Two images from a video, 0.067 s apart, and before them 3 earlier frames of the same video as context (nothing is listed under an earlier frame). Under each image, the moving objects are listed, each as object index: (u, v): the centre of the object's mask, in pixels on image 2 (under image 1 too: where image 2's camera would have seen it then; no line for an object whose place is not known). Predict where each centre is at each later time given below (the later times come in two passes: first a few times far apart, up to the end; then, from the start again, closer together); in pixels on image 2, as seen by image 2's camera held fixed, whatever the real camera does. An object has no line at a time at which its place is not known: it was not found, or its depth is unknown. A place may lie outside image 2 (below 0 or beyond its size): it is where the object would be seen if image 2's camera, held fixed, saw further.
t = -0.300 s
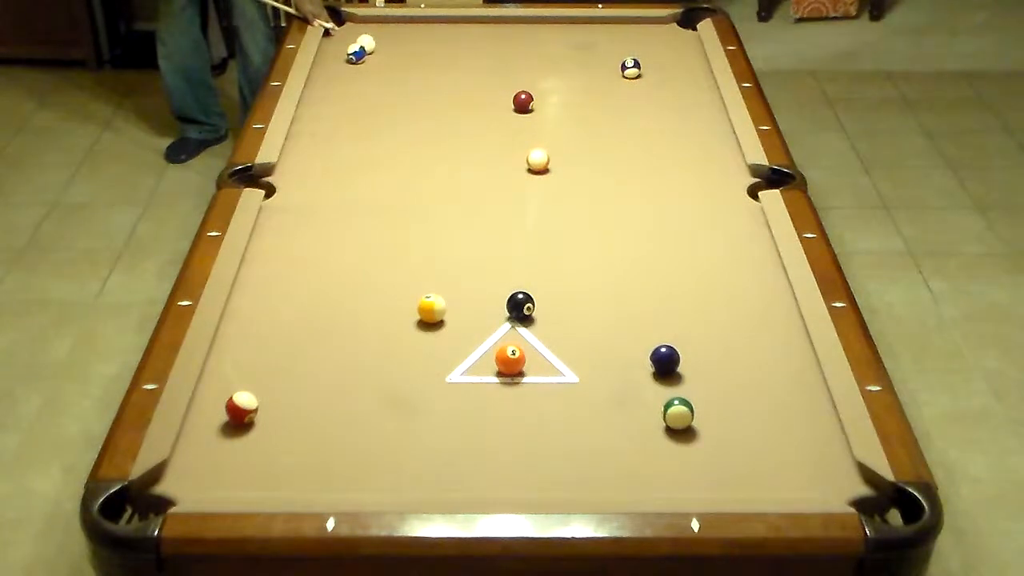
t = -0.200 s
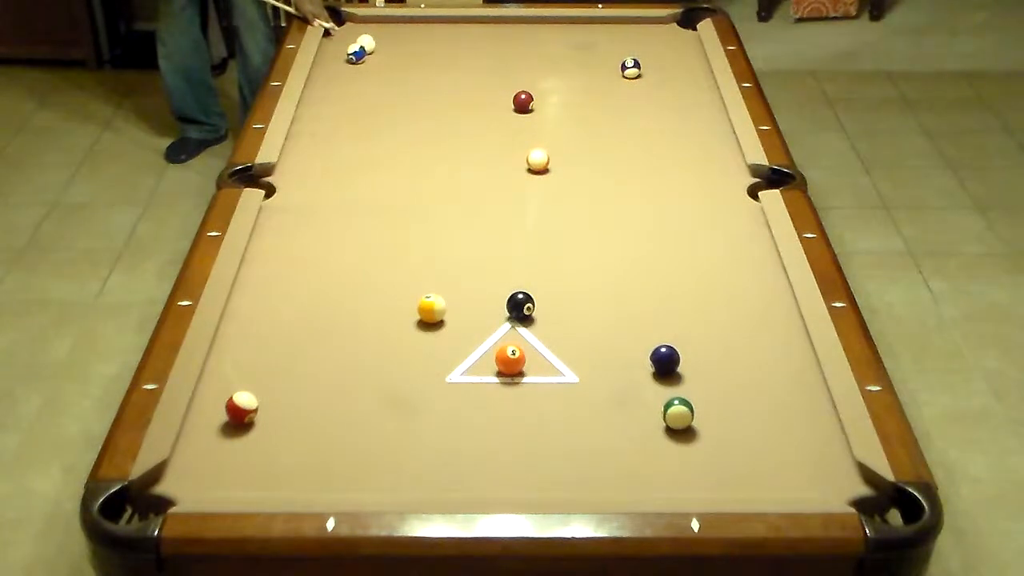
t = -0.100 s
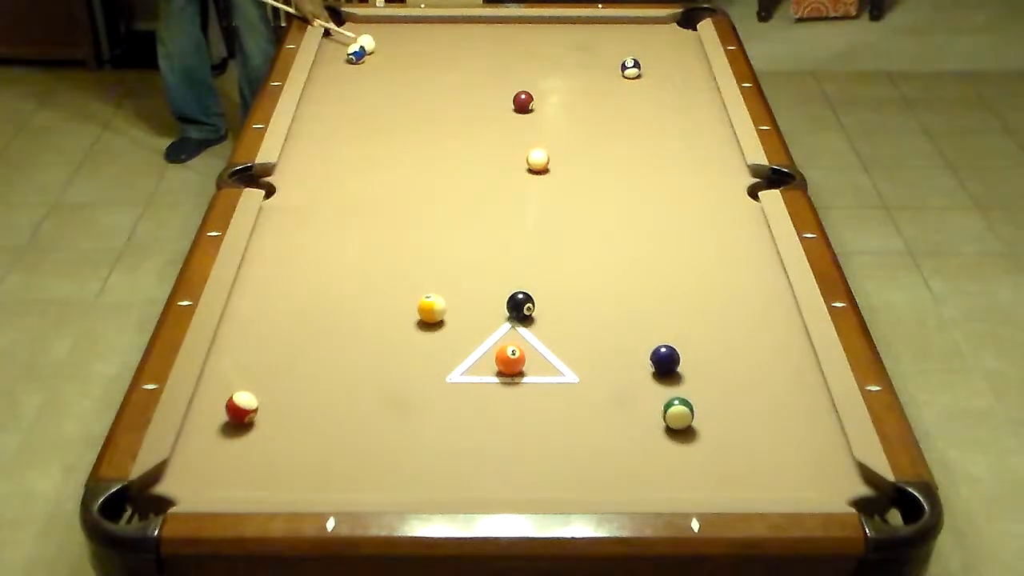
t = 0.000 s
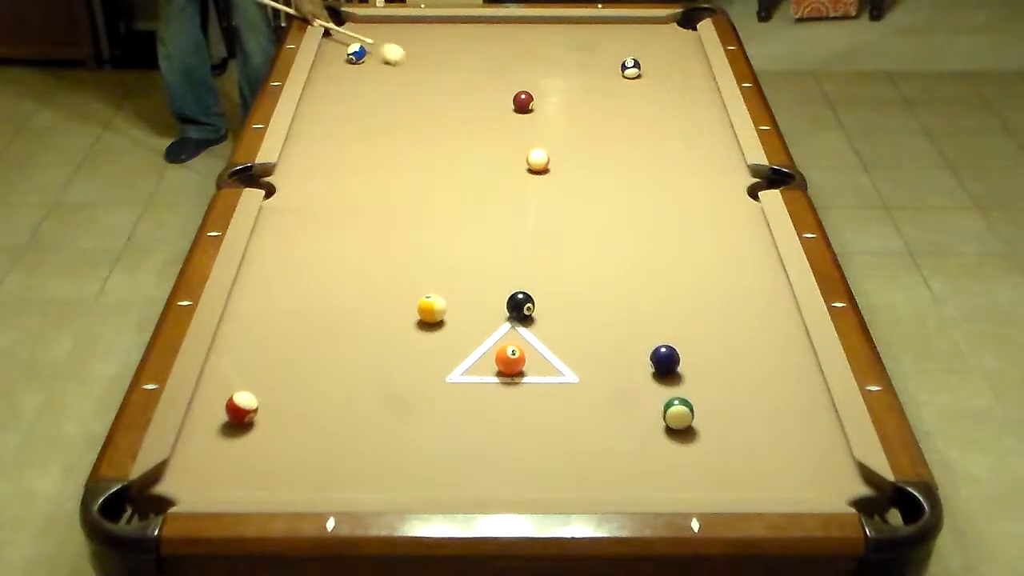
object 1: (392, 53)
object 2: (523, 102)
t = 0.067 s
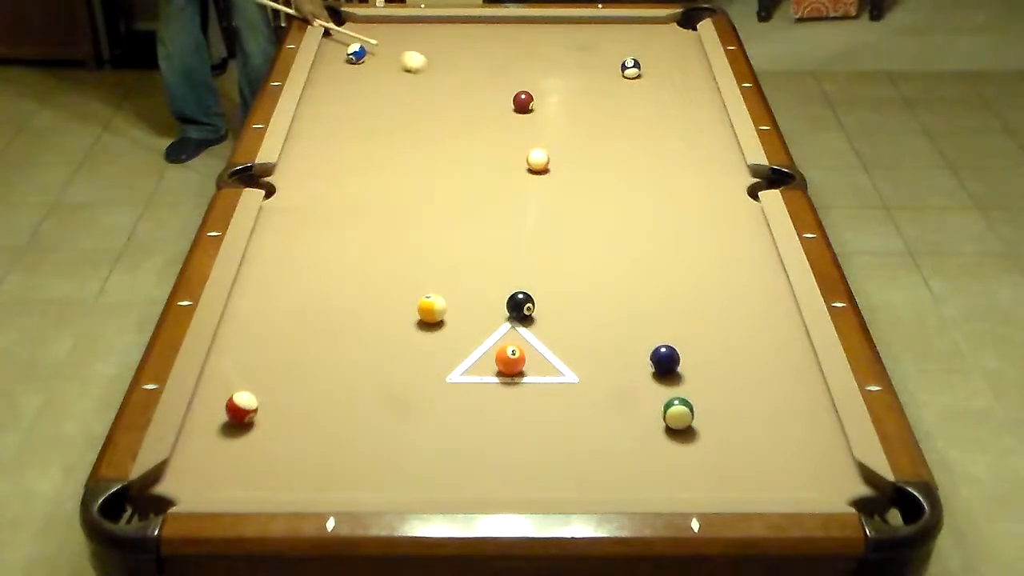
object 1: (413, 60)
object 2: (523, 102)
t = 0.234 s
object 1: (468, 81)
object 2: (523, 102)
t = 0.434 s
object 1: (507, 96)
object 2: (551, 111)
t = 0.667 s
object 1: (523, 104)
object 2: (610, 131)
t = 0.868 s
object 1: (535, 111)
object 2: (660, 148)
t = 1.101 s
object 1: (550, 118)
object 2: (720, 170)
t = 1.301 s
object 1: (562, 125)
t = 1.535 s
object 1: (574, 132)
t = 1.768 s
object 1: (584, 138)
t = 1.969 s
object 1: (593, 142)
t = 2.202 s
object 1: (602, 147)
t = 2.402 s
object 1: (608, 151)
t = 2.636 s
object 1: (614, 155)
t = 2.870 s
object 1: (619, 158)
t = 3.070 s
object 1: (622, 160)
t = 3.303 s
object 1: (625, 162)
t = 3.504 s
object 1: (625, 162)
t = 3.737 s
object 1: (625, 163)
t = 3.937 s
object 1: (625, 163)
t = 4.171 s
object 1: (625, 163)
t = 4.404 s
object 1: (625, 163)
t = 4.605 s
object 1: (625, 163)
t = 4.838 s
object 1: (625, 163)
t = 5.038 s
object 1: (625, 163)
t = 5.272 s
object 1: (625, 163)
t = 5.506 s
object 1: (625, 163)
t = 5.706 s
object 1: (625, 163)
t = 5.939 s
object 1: (625, 162)
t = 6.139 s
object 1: (625, 162)
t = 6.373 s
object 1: (625, 162)
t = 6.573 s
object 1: (625, 162)
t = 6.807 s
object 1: (625, 163)
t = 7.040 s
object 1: (625, 162)
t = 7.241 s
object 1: (625, 162)
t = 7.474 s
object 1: (625, 162)
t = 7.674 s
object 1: (625, 162)
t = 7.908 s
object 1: (625, 162)
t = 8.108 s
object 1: (625, 162)
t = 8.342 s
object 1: (625, 162)
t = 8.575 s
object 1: (625, 162)
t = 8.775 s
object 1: (625, 162)
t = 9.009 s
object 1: (625, 162)
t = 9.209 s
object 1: (625, 162)
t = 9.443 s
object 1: (625, 162)
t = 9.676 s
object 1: (625, 162)
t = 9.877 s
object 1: (625, 162)
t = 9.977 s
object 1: (625, 162)
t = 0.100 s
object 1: (423, 64)
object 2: (523, 102)
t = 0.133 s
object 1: (434, 69)
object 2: (523, 102)
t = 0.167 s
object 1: (446, 73)
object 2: (523, 102)
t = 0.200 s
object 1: (457, 76)
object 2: (523, 102)
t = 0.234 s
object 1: (468, 81)
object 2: (523, 102)
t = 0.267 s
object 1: (479, 85)
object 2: (523, 102)
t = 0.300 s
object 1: (490, 89)
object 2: (523, 102)
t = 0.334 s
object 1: (501, 93)
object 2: (523, 102)
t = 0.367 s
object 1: (506, 95)
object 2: (530, 104)
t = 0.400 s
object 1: (506, 95)
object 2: (541, 108)
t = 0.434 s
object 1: (507, 96)
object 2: (551, 111)
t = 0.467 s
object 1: (509, 97)
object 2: (561, 115)
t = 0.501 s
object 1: (512, 98)
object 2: (569, 117)
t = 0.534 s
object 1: (514, 99)
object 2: (577, 120)
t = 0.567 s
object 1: (516, 101)
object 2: (585, 123)
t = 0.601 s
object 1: (519, 102)
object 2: (593, 126)
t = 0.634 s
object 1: (521, 103)
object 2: (601, 128)
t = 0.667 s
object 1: (523, 104)
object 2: (610, 131)
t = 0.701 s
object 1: (525, 105)
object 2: (618, 134)
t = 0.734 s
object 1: (527, 107)
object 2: (627, 137)
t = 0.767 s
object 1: (529, 108)
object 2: (635, 140)
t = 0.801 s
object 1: (531, 109)
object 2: (644, 142)
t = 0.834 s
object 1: (533, 110)
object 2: (652, 145)
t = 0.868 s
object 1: (535, 111)
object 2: (660, 148)
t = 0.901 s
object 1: (538, 112)
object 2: (669, 151)
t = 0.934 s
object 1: (540, 113)
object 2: (677, 154)
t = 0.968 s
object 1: (542, 114)
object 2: (686, 157)
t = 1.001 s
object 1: (544, 115)
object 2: (695, 160)
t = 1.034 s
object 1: (546, 116)
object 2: (703, 163)
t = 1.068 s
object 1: (548, 118)
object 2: (712, 166)
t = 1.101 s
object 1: (550, 118)
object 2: (720, 170)
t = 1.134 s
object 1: (552, 119)
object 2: (729, 172)
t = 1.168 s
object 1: (554, 121)
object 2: (737, 176)
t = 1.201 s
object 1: (556, 122)
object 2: (746, 178)
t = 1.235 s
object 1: (558, 123)
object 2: (754, 182)
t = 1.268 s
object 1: (560, 124)
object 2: (758, 188)
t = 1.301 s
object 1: (562, 125)
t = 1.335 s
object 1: (563, 126)
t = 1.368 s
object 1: (565, 127)
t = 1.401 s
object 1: (567, 128)
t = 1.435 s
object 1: (568, 129)
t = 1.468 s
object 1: (570, 130)
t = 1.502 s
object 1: (572, 131)
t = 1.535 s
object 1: (574, 132)
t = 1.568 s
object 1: (575, 133)
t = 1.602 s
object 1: (577, 133)
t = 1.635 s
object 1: (578, 134)
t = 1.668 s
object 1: (580, 135)
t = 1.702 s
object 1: (581, 136)
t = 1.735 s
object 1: (583, 137)
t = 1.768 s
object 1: (584, 138)
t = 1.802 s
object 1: (586, 138)
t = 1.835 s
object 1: (587, 139)
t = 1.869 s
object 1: (589, 140)
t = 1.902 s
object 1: (590, 141)
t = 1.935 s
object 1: (591, 142)
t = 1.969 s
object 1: (593, 142)
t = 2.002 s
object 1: (594, 143)
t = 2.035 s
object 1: (595, 144)
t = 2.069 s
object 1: (596, 144)
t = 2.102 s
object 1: (598, 145)
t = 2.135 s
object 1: (599, 146)
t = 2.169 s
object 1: (600, 146)
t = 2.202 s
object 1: (602, 147)
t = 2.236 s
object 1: (603, 148)
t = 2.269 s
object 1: (604, 149)
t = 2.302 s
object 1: (605, 149)
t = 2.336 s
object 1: (606, 150)
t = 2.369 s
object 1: (607, 150)
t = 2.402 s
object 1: (608, 151)
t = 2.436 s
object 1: (608, 152)
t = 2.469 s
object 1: (610, 152)
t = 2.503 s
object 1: (610, 153)
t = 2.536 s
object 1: (612, 154)
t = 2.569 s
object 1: (612, 154)
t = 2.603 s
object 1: (613, 154)
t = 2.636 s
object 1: (614, 155)
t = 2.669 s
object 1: (615, 155)
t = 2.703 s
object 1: (615, 156)
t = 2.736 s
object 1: (616, 156)
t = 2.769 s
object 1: (617, 157)
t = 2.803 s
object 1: (618, 157)
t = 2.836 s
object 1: (618, 158)
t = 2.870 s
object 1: (619, 158)
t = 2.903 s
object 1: (620, 158)
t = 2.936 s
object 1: (620, 159)
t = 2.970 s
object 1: (621, 159)
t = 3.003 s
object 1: (621, 159)
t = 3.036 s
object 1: (622, 160)
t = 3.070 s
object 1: (622, 160)
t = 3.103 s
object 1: (623, 160)
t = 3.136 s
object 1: (623, 161)
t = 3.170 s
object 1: (624, 161)
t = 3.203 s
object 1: (624, 161)
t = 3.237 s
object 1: (624, 161)
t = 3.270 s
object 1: (624, 161)
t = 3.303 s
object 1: (625, 162)
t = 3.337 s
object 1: (625, 162)
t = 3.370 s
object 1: (625, 162)
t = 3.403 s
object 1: (625, 162)
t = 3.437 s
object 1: (625, 162)
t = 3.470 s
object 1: (625, 162)
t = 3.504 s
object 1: (625, 162)
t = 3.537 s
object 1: (625, 163)
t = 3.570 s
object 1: (625, 163)
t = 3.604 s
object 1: (625, 163)
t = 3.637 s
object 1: (625, 163)
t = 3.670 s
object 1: (625, 163)
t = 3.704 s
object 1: (625, 163)
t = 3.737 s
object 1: (625, 163)
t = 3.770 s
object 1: (625, 163)
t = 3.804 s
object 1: (625, 163)
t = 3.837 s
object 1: (625, 163)
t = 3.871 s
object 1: (625, 163)
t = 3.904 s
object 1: (625, 163)
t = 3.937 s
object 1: (625, 163)
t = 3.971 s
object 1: (625, 163)
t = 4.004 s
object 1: (625, 163)
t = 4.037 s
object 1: (625, 163)
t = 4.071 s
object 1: (625, 163)
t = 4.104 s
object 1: (625, 163)
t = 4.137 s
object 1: (625, 163)
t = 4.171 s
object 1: (625, 163)
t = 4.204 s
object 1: (625, 163)
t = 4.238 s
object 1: (625, 163)
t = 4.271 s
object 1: (625, 163)
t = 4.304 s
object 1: (625, 163)
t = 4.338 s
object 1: (625, 163)
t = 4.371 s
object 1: (625, 163)
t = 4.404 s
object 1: (625, 163)
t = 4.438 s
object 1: (625, 163)
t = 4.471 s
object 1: (625, 163)
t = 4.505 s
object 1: (625, 163)
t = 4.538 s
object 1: (625, 163)
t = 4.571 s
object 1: (625, 163)
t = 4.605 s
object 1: (625, 163)
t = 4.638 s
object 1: (625, 163)
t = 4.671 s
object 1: (625, 163)
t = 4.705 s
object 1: (625, 163)
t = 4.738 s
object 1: (625, 163)
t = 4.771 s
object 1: (625, 163)
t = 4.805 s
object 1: (625, 163)
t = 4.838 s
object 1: (625, 163)
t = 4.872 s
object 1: (625, 163)
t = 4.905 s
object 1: (625, 163)
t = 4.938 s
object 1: (625, 163)
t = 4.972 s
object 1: (625, 163)
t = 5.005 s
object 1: (625, 163)
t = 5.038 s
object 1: (625, 163)
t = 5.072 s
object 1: (625, 163)
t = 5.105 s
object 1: (625, 163)
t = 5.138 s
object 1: (625, 163)
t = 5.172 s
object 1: (625, 163)
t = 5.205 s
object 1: (625, 163)
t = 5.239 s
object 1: (625, 162)
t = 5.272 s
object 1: (625, 163)
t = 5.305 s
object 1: (625, 163)
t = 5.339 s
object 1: (625, 163)
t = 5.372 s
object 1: (625, 163)
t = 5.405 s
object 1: (625, 163)
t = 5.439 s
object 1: (625, 163)
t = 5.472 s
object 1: (625, 163)
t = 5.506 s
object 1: (625, 163)
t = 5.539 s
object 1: (625, 163)
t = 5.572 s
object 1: (625, 163)
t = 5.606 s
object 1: (625, 163)
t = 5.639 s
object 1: (625, 163)
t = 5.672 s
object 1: (625, 163)
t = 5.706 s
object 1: (625, 163)
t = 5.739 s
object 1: (625, 162)
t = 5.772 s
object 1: (625, 163)
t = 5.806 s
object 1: (625, 162)
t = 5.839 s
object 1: (625, 162)
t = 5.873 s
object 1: (625, 162)
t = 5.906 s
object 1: (625, 162)
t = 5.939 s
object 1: (625, 162)
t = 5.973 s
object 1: (625, 162)
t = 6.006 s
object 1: (625, 162)
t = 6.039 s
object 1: (625, 162)
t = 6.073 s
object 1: (625, 162)
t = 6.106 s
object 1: (625, 162)
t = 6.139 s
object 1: (625, 162)
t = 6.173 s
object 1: (625, 162)
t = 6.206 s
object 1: (625, 162)
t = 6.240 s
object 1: (625, 162)
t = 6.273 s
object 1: (625, 162)
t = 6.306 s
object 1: (625, 163)
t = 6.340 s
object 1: (625, 162)
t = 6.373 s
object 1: (625, 162)
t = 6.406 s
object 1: (625, 162)
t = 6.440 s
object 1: (625, 162)
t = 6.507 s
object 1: (625, 162)
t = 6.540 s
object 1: (625, 162)
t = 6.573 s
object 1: (625, 162)
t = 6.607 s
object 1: (625, 162)
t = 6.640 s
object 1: (625, 162)
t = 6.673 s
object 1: (625, 162)
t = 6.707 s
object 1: (625, 162)
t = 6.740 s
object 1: (625, 162)
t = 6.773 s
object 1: (625, 162)
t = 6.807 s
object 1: (625, 163)
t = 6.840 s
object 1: (625, 162)
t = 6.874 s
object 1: (625, 162)
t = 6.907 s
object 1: (625, 162)
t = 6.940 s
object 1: (625, 163)
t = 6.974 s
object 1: (625, 163)
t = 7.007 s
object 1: (625, 162)
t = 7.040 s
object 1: (625, 162)
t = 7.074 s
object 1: (625, 162)
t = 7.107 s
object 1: (625, 162)
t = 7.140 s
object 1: (625, 162)
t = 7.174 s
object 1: (625, 162)
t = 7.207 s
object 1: (625, 163)
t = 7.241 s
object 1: (625, 162)
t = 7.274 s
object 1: (625, 162)
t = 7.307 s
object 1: (625, 162)
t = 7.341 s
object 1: (625, 162)
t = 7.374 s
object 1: (625, 162)
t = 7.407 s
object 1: (625, 162)
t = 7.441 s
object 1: (625, 162)
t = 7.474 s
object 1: (625, 162)
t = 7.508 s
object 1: (625, 162)
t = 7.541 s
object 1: (625, 162)
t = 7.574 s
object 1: (625, 162)
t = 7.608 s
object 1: (625, 162)
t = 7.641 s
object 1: (625, 162)
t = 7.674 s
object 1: (625, 162)
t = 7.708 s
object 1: (625, 162)
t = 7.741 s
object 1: (625, 162)
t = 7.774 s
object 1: (625, 162)
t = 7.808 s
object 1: (625, 162)
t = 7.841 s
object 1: (625, 162)
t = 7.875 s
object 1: (625, 162)
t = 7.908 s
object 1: (625, 162)
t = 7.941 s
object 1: (625, 162)
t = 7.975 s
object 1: (625, 162)
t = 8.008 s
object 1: (625, 162)
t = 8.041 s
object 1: (625, 162)
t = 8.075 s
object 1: (625, 162)
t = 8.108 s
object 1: (625, 162)
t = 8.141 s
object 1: (625, 162)
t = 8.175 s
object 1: (625, 162)
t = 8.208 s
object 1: (625, 162)
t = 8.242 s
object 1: (625, 162)
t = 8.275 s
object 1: (625, 162)
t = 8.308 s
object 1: (625, 162)
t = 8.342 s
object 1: (625, 162)
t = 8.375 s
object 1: (625, 162)
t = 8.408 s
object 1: (625, 162)
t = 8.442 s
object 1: (625, 162)
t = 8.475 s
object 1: (625, 162)
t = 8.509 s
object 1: (625, 162)
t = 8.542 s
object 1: (625, 162)
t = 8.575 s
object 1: (625, 162)
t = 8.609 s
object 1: (625, 162)
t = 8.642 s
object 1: (625, 162)
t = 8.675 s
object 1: (625, 162)
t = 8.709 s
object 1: (625, 162)
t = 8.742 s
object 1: (625, 162)
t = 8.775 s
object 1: (625, 162)
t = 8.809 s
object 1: (625, 162)
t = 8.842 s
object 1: (625, 162)
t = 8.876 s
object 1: (625, 162)
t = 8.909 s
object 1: (625, 162)
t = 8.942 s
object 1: (626, 162)
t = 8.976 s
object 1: (625, 162)
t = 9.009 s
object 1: (625, 162)
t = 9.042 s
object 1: (625, 162)
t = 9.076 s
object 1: (625, 162)
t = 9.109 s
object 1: (625, 162)
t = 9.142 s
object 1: (625, 162)
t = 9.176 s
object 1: (625, 162)
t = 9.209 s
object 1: (625, 162)
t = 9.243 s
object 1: (625, 162)
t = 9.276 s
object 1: (625, 162)
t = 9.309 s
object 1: (625, 162)
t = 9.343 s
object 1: (625, 162)
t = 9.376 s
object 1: (625, 162)
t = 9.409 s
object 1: (625, 162)
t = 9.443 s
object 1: (625, 162)
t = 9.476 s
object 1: (625, 162)
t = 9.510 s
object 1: (625, 162)
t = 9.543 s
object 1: (625, 162)
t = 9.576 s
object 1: (625, 162)
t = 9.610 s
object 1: (625, 162)
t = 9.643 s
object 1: (625, 162)
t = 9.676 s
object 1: (625, 162)
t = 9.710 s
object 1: (625, 162)
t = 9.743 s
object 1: (625, 162)
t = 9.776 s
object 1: (625, 162)
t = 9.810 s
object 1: (625, 162)
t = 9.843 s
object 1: (625, 162)
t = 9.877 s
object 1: (625, 162)
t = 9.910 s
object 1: (625, 162)
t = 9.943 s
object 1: (625, 162)
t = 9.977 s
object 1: (625, 162)
